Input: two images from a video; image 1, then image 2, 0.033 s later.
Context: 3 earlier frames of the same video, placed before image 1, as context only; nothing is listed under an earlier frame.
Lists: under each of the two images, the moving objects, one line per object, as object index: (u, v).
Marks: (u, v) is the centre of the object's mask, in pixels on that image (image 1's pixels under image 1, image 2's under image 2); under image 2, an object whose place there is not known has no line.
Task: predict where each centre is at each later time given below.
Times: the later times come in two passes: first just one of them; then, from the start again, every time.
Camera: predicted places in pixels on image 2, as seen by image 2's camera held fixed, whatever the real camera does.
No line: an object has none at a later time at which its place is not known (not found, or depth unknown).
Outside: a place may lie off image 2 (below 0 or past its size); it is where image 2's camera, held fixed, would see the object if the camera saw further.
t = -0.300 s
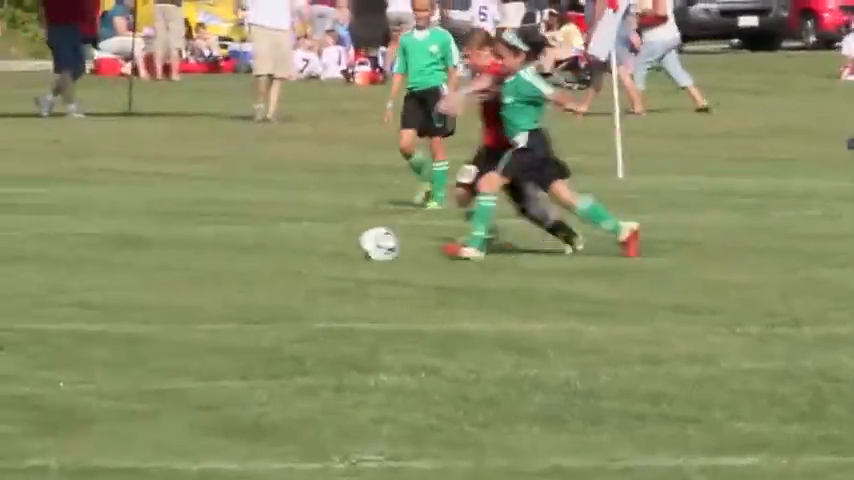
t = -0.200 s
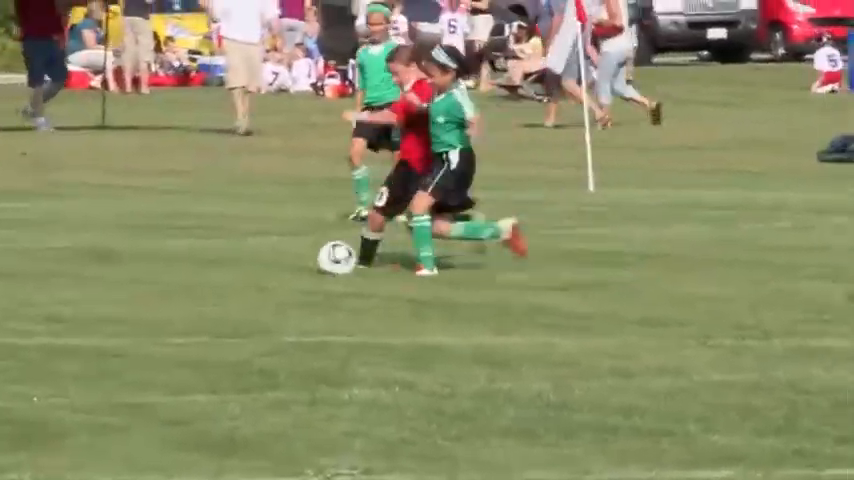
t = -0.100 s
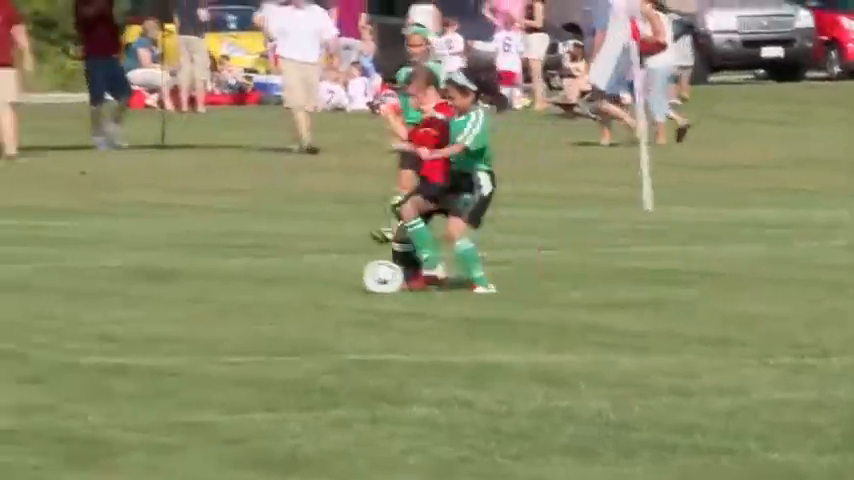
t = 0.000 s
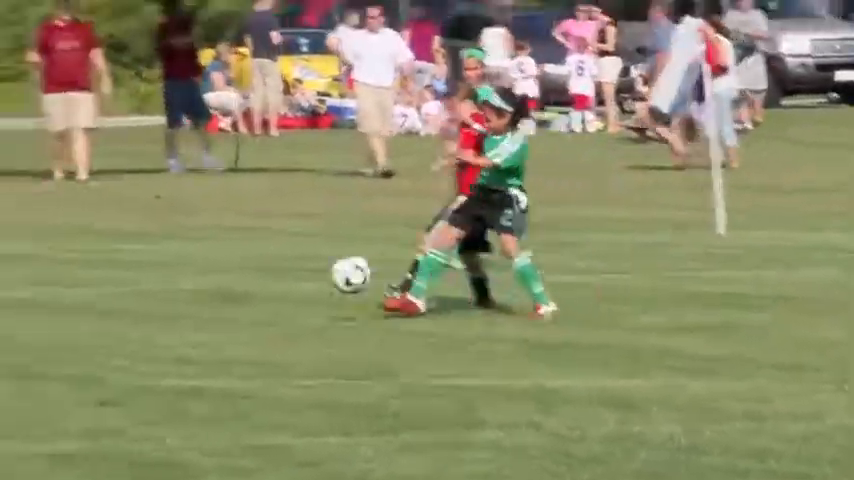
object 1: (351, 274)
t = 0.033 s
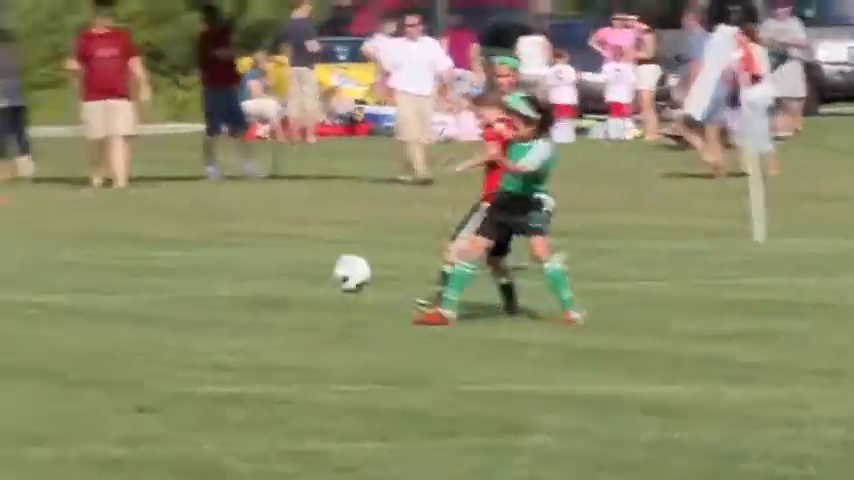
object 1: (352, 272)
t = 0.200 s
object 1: (167, 264)
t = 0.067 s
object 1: (313, 267)
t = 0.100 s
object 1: (277, 263)
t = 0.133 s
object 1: (240, 263)
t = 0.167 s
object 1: (203, 264)
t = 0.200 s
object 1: (167, 264)
